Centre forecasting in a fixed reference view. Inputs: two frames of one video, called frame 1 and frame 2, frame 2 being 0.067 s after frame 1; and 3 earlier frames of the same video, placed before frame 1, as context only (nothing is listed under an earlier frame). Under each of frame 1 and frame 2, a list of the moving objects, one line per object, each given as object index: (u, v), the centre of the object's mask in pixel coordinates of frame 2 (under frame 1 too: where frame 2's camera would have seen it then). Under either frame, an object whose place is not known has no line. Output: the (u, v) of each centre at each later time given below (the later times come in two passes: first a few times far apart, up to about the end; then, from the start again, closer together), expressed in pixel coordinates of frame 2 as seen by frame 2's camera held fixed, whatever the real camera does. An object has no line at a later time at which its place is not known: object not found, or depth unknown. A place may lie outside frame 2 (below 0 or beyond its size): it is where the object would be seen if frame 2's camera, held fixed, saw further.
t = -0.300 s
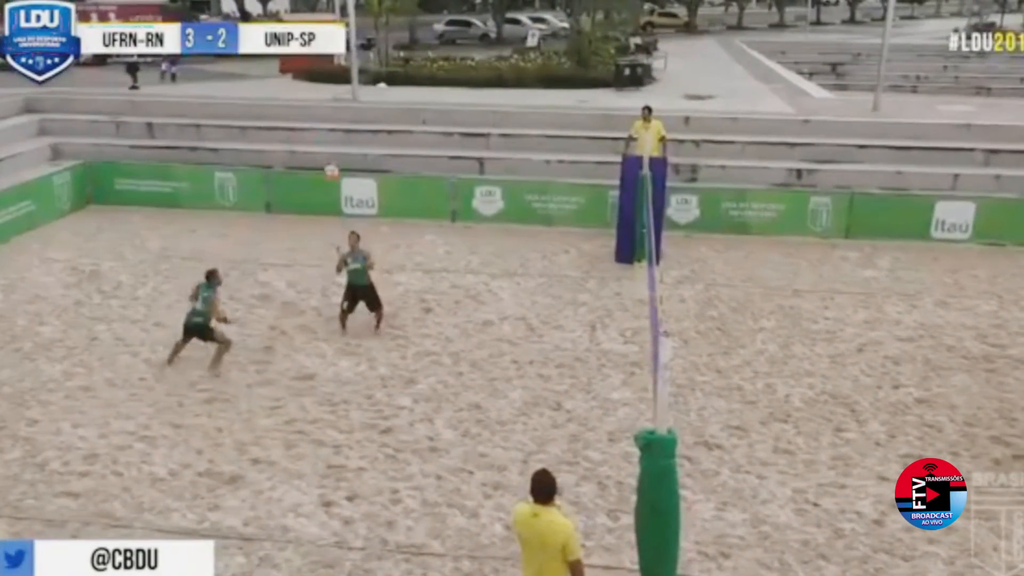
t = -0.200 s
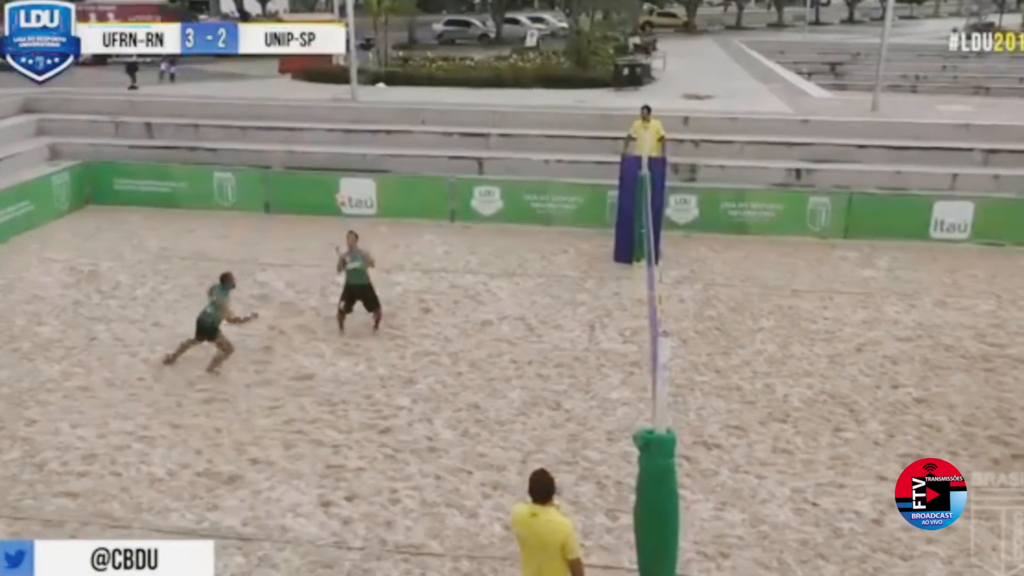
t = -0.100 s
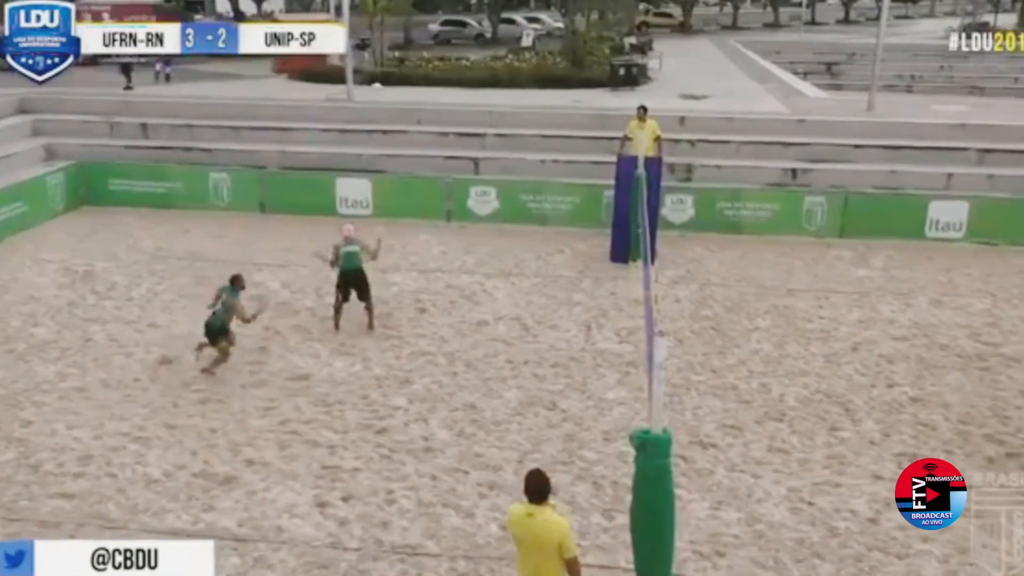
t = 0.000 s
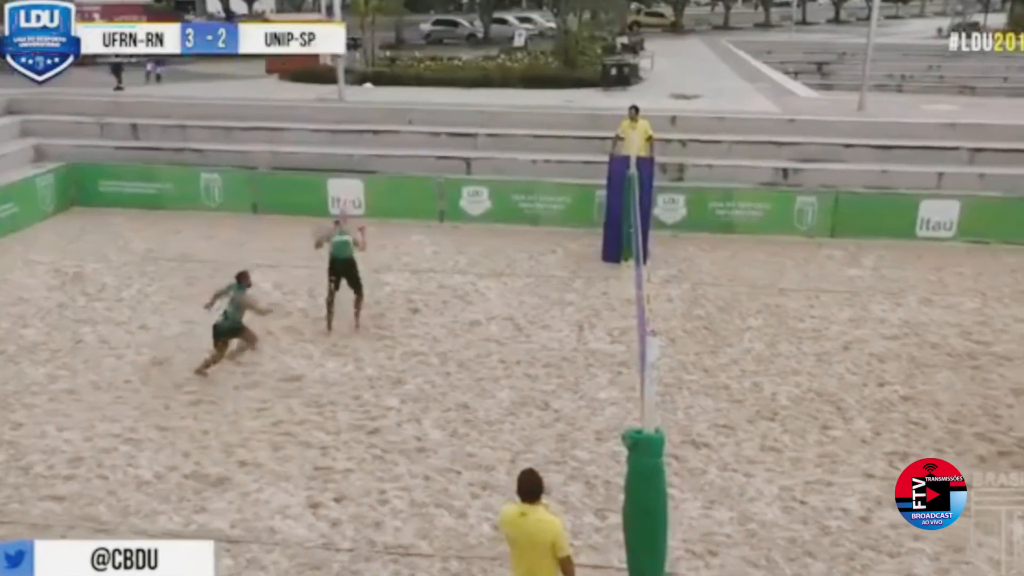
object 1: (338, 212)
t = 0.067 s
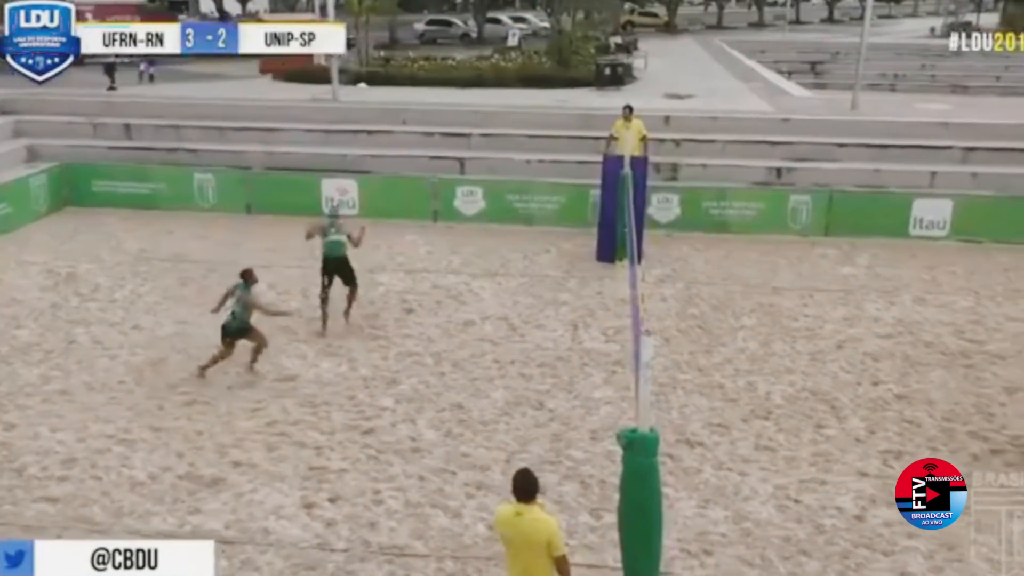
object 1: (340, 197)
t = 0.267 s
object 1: (352, 146)
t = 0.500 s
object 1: (371, 129)
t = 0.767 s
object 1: (390, 153)
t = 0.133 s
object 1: (346, 170)
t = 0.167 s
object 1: (350, 162)
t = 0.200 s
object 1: (351, 155)
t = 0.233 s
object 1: (353, 147)
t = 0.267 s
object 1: (352, 146)
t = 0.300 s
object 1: (356, 139)
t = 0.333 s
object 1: (357, 136)
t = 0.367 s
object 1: (359, 136)
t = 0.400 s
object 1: (363, 132)
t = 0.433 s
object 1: (365, 130)
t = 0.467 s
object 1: (368, 129)
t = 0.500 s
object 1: (371, 129)
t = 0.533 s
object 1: (371, 130)
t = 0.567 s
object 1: (374, 131)
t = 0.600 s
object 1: (376, 132)
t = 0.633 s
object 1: (380, 136)
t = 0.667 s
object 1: (382, 137)
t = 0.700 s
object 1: (384, 142)
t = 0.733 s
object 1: (388, 145)
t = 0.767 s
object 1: (390, 153)
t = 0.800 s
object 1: (394, 166)
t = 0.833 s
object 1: (396, 172)
